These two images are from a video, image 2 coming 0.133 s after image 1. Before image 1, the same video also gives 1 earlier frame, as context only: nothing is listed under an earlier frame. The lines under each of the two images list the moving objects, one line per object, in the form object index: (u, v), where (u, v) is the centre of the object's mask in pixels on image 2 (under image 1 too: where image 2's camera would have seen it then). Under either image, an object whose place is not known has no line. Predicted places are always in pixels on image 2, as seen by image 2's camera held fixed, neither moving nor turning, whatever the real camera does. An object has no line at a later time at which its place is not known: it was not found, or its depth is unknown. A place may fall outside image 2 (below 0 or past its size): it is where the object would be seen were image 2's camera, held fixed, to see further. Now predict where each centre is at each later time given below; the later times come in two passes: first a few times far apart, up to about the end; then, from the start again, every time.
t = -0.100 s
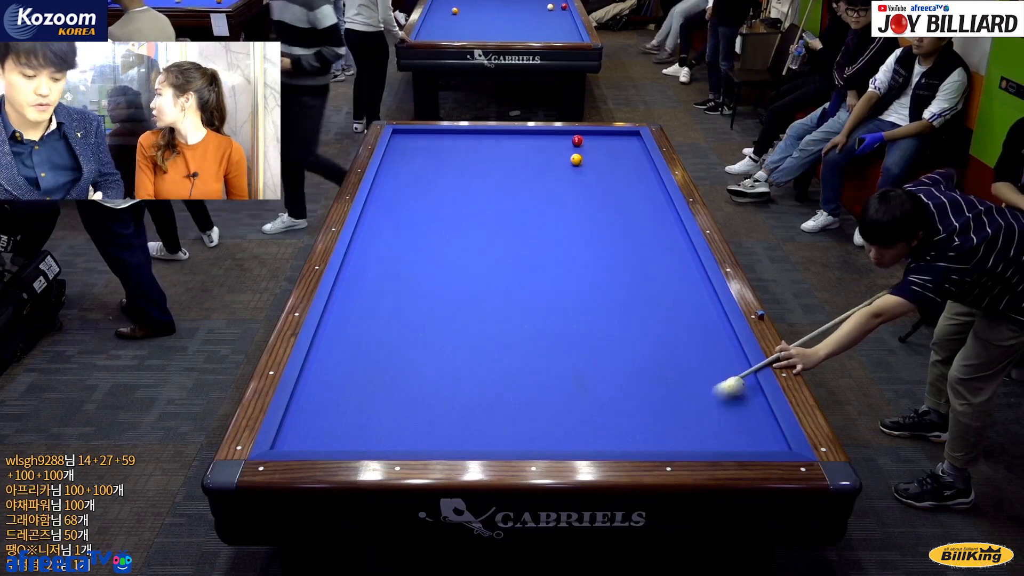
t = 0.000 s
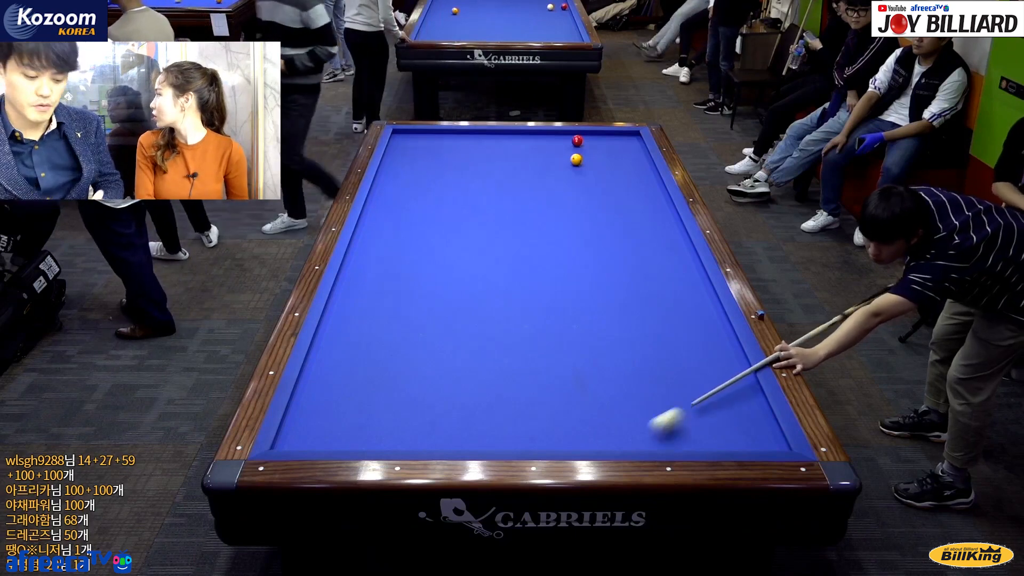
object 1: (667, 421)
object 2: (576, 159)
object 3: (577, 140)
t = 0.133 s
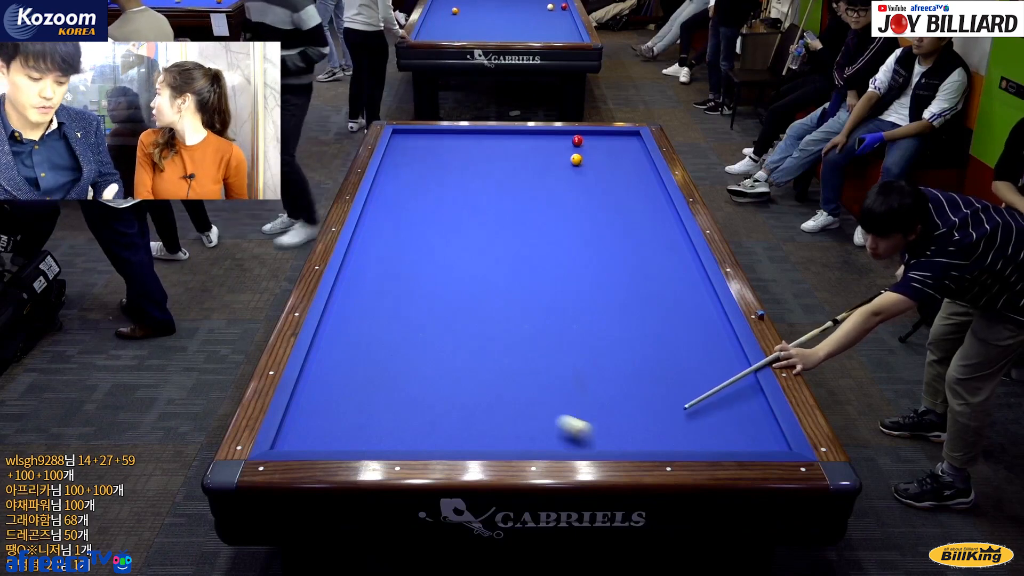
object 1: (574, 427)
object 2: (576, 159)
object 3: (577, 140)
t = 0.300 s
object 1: (466, 393)
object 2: (576, 159)
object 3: (577, 140)
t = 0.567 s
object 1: (319, 352)
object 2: (576, 159)
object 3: (577, 140)
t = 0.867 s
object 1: (440, 302)
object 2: (576, 159)
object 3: (577, 140)
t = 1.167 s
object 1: (520, 262)
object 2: (576, 159)
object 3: (577, 140)
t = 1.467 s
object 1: (587, 229)
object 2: (576, 159)
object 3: (577, 140)
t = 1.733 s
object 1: (637, 204)
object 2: (576, 159)
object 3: (577, 140)
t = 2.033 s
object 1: (639, 184)
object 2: (576, 159)
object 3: (577, 140)
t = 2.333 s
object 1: (606, 170)
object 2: (576, 159)
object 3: (577, 140)
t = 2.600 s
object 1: (588, 159)
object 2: (569, 158)
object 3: (577, 140)
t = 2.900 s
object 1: (586, 151)
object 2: (546, 155)
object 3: (577, 140)
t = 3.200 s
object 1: (585, 143)
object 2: (525, 152)
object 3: (576, 140)
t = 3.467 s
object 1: (591, 140)
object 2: (507, 149)
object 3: (569, 137)
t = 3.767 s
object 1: (597, 137)
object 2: (488, 146)
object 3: (562, 135)
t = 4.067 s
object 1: (602, 134)
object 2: (470, 144)
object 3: (556, 132)
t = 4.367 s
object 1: (608, 133)
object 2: (452, 141)
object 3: (553, 133)
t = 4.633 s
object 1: (612, 135)
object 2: (437, 139)
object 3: (549, 134)
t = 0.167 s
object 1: (551, 419)
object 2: (576, 159)
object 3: (577, 140)
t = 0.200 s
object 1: (529, 411)
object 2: (576, 159)
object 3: (577, 140)
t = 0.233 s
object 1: (508, 404)
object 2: (576, 159)
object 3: (577, 140)
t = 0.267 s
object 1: (487, 398)
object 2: (576, 159)
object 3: (577, 140)
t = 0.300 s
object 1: (466, 393)
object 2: (576, 159)
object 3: (577, 140)
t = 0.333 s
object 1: (446, 387)
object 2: (576, 159)
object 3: (577, 140)
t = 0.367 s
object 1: (427, 382)
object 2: (576, 159)
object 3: (577, 140)
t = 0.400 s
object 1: (408, 377)
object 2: (576, 159)
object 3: (577, 140)
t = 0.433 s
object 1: (389, 372)
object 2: (576, 159)
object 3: (577, 140)
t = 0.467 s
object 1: (371, 366)
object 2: (576, 159)
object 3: (577, 140)
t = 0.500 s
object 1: (353, 362)
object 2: (576, 159)
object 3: (577, 140)
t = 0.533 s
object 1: (335, 357)
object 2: (576, 159)
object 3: (577, 140)
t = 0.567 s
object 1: (319, 352)
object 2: (576, 159)
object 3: (577, 140)
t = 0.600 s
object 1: (330, 346)
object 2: (576, 159)
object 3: (577, 140)
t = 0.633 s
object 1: (348, 340)
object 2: (576, 159)
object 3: (577, 140)
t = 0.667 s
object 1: (364, 334)
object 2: (576, 159)
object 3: (577, 140)
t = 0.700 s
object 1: (379, 329)
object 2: (576, 159)
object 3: (577, 140)
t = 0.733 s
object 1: (393, 322)
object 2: (576, 159)
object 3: (577, 140)
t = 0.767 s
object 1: (406, 317)
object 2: (576, 159)
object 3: (577, 140)
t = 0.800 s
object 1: (418, 312)
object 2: (576, 159)
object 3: (577, 140)
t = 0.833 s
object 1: (429, 307)
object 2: (576, 159)
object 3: (577, 140)
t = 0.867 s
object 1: (440, 302)
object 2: (576, 159)
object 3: (577, 140)
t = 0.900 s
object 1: (450, 297)
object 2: (576, 159)
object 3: (577, 140)
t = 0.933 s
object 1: (459, 292)
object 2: (576, 159)
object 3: (577, 140)
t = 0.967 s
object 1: (468, 288)
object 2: (576, 159)
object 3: (577, 140)
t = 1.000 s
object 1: (477, 283)
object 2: (576, 159)
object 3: (577, 140)
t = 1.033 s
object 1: (486, 279)
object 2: (576, 159)
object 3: (577, 140)
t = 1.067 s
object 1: (495, 275)
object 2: (576, 159)
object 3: (577, 140)
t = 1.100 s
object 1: (504, 270)
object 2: (576, 159)
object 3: (577, 140)
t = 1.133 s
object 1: (512, 266)
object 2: (576, 159)
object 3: (577, 140)
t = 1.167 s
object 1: (520, 262)
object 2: (576, 159)
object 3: (577, 140)
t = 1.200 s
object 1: (528, 258)
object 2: (576, 159)
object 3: (577, 140)
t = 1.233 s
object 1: (536, 255)
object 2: (576, 159)
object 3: (577, 140)
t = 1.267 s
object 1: (544, 251)
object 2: (576, 159)
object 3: (577, 140)
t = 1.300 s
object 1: (552, 247)
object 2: (576, 159)
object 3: (577, 140)
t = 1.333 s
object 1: (559, 243)
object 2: (576, 159)
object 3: (577, 140)
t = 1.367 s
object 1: (566, 240)
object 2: (576, 159)
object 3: (577, 140)
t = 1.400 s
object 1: (573, 236)
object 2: (576, 159)
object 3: (577, 140)
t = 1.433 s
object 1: (580, 233)
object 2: (576, 159)
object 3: (577, 140)
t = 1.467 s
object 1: (587, 229)
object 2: (576, 159)
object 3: (577, 140)
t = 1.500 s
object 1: (594, 226)
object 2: (576, 159)
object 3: (577, 140)
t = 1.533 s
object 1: (600, 223)
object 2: (576, 159)
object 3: (577, 140)
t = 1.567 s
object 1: (606, 219)
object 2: (576, 159)
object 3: (577, 140)
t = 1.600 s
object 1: (613, 216)
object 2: (576, 159)
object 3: (577, 140)
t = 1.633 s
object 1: (619, 213)
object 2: (576, 159)
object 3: (577, 140)
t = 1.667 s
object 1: (625, 210)
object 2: (576, 159)
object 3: (577, 140)
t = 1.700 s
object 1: (631, 207)
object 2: (576, 159)
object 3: (577, 140)
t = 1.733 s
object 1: (637, 204)
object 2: (576, 159)
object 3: (577, 140)
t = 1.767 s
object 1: (643, 201)
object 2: (576, 159)
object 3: (577, 140)
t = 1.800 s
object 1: (648, 199)
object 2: (576, 159)
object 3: (577, 140)
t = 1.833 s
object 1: (654, 196)
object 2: (576, 159)
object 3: (577, 140)
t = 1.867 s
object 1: (659, 193)
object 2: (576, 159)
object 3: (577, 140)
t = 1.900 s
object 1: (660, 191)
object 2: (576, 159)
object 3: (577, 140)
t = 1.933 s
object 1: (654, 189)
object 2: (576, 159)
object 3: (577, 140)
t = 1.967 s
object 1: (649, 188)
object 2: (576, 159)
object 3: (577, 140)
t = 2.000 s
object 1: (644, 186)
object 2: (576, 159)
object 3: (577, 140)
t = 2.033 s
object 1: (639, 184)
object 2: (576, 159)
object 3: (577, 140)
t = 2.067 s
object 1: (635, 183)
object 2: (576, 159)
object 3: (577, 140)
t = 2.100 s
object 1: (631, 181)
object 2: (576, 159)
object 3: (577, 140)
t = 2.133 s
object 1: (628, 179)
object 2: (576, 159)
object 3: (577, 140)
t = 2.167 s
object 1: (624, 178)
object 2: (576, 159)
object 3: (577, 140)
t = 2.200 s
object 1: (620, 176)
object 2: (576, 159)
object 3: (577, 140)
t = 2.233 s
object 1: (617, 174)
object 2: (576, 159)
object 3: (577, 140)
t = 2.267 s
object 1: (613, 173)
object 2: (576, 159)
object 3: (577, 140)
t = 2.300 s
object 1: (610, 171)
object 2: (576, 159)
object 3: (577, 140)
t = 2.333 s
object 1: (606, 170)
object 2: (576, 159)
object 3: (577, 140)
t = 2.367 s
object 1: (603, 168)
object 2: (576, 159)
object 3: (577, 140)
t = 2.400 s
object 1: (599, 167)
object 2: (576, 159)
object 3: (577, 140)
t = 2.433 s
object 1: (596, 165)
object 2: (576, 159)
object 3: (577, 140)
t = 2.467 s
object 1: (593, 164)
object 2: (576, 159)
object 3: (577, 140)
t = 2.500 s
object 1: (590, 162)
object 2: (576, 159)
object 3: (577, 140)
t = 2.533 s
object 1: (587, 161)
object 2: (575, 159)
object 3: (577, 140)
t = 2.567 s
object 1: (587, 160)
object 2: (572, 159)
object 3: (577, 140)
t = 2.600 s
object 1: (588, 159)
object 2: (569, 158)
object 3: (577, 140)
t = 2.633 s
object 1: (587, 158)
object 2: (566, 158)
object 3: (577, 140)
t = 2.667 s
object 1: (587, 157)
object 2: (563, 157)
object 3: (577, 140)
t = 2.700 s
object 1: (587, 156)
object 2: (561, 157)
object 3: (577, 140)
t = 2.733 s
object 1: (587, 155)
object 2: (559, 157)
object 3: (577, 140)
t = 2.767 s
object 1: (587, 155)
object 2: (556, 156)
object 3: (577, 140)
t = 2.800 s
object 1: (586, 154)
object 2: (553, 156)
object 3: (577, 140)
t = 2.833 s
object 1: (586, 153)
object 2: (551, 156)
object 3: (577, 140)
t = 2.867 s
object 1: (586, 152)
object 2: (549, 155)
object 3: (577, 140)
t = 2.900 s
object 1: (586, 151)
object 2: (546, 155)
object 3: (577, 140)
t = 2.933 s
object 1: (586, 150)
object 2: (544, 155)
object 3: (577, 140)
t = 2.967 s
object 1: (585, 149)
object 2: (541, 154)
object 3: (577, 140)
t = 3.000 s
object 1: (585, 148)
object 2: (539, 154)
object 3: (577, 140)
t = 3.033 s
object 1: (585, 147)
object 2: (537, 153)
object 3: (577, 140)
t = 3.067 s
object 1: (585, 147)
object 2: (534, 153)
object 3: (577, 140)
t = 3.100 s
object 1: (584, 146)
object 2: (532, 153)
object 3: (577, 140)
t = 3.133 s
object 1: (584, 145)
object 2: (530, 152)
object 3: (576, 140)
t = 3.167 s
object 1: (584, 144)
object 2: (527, 152)
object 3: (576, 140)
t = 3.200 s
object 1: (585, 143)
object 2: (525, 152)
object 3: (576, 140)
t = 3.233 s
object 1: (585, 143)
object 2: (522, 151)
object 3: (575, 139)
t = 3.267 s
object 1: (586, 143)
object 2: (520, 151)
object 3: (575, 139)
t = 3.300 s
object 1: (587, 142)
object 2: (518, 151)
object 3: (574, 139)
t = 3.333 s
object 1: (588, 142)
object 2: (516, 151)
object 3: (573, 139)
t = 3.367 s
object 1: (588, 141)
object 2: (514, 150)
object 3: (572, 138)
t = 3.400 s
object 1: (589, 141)
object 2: (511, 150)
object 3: (571, 138)
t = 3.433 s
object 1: (590, 141)
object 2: (509, 150)
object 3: (570, 138)
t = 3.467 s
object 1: (591, 140)
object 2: (507, 149)
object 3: (569, 137)
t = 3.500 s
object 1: (591, 140)
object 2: (505, 149)
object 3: (569, 137)
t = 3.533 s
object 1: (592, 140)
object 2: (502, 149)
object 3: (568, 137)
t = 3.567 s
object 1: (593, 139)
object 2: (500, 148)
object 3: (567, 136)
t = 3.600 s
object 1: (594, 139)
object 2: (498, 148)
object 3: (566, 136)
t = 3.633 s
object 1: (594, 139)
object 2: (496, 148)
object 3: (565, 136)
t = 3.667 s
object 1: (595, 138)
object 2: (494, 147)
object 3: (565, 135)
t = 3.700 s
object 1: (596, 138)
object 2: (492, 147)
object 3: (564, 135)
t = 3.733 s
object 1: (596, 138)
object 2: (490, 147)
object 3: (563, 135)
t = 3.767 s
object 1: (597, 137)
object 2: (488, 146)
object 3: (562, 135)
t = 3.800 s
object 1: (598, 137)
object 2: (486, 146)
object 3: (562, 134)
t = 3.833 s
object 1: (598, 136)
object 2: (483, 146)
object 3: (561, 134)
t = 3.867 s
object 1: (599, 136)
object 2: (481, 145)
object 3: (560, 134)
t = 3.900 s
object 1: (599, 136)
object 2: (480, 145)
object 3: (560, 133)
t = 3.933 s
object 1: (600, 135)
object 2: (477, 145)
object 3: (559, 133)
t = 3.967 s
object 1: (601, 135)
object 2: (475, 144)
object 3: (558, 133)
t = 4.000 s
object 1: (601, 135)
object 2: (473, 144)
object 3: (558, 133)
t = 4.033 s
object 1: (602, 134)
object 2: (472, 144)
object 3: (557, 132)
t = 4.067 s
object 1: (602, 134)
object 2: (470, 144)
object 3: (556, 132)
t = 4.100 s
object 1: (603, 134)
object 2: (467, 143)
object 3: (556, 132)
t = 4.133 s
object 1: (604, 133)
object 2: (466, 143)
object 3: (555, 132)
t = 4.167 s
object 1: (604, 133)
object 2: (463, 143)
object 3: (555, 132)
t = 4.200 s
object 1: (605, 133)
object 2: (462, 142)
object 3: (554, 133)
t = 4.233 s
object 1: (606, 133)
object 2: (460, 142)
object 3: (554, 133)
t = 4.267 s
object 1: (606, 133)
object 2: (458, 142)
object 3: (554, 133)
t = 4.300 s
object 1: (607, 133)
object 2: (456, 142)
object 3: (553, 133)
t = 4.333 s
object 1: (607, 133)
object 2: (454, 141)
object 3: (553, 133)
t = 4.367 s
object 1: (608, 133)
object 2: (452, 141)
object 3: (553, 133)
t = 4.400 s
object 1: (608, 133)
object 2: (450, 141)
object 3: (552, 133)
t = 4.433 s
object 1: (609, 134)
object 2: (449, 140)
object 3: (552, 133)
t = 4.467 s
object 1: (610, 134)
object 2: (447, 140)
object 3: (552, 133)
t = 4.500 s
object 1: (610, 134)
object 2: (445, 140)
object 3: (551, 133)
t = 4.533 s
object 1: (611, 134)
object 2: (443, 140)
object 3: (551, 133)
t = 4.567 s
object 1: (611, 134)
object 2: (441, 139)
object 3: (551, 133)
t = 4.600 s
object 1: (612, 134)
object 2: (439, 139)
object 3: (550, 134)
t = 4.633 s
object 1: (612, 135)
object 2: (437, 139)
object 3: (549, 134)
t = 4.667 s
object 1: (613, 135)
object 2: (436, 139)
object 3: (549, 134)
